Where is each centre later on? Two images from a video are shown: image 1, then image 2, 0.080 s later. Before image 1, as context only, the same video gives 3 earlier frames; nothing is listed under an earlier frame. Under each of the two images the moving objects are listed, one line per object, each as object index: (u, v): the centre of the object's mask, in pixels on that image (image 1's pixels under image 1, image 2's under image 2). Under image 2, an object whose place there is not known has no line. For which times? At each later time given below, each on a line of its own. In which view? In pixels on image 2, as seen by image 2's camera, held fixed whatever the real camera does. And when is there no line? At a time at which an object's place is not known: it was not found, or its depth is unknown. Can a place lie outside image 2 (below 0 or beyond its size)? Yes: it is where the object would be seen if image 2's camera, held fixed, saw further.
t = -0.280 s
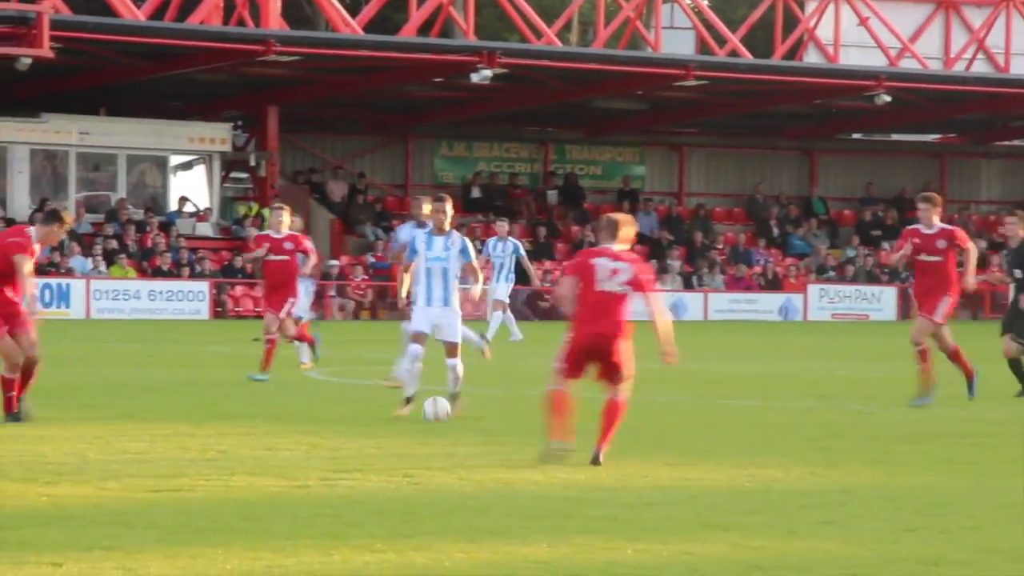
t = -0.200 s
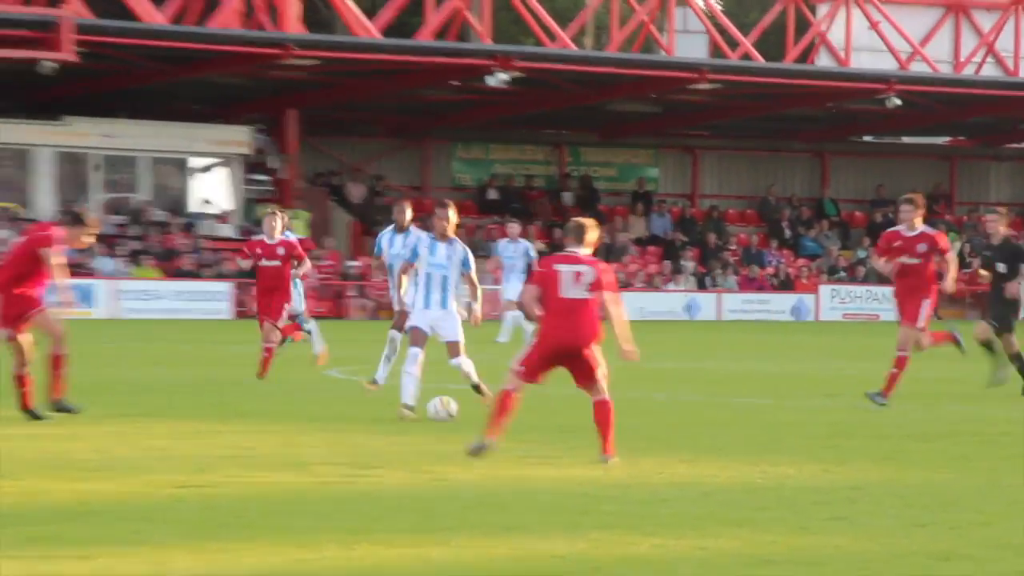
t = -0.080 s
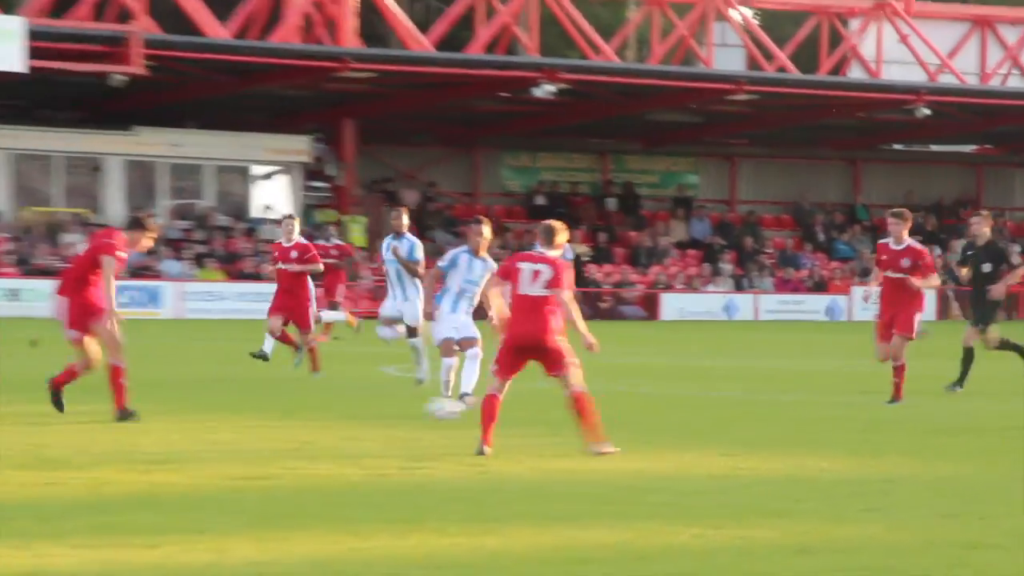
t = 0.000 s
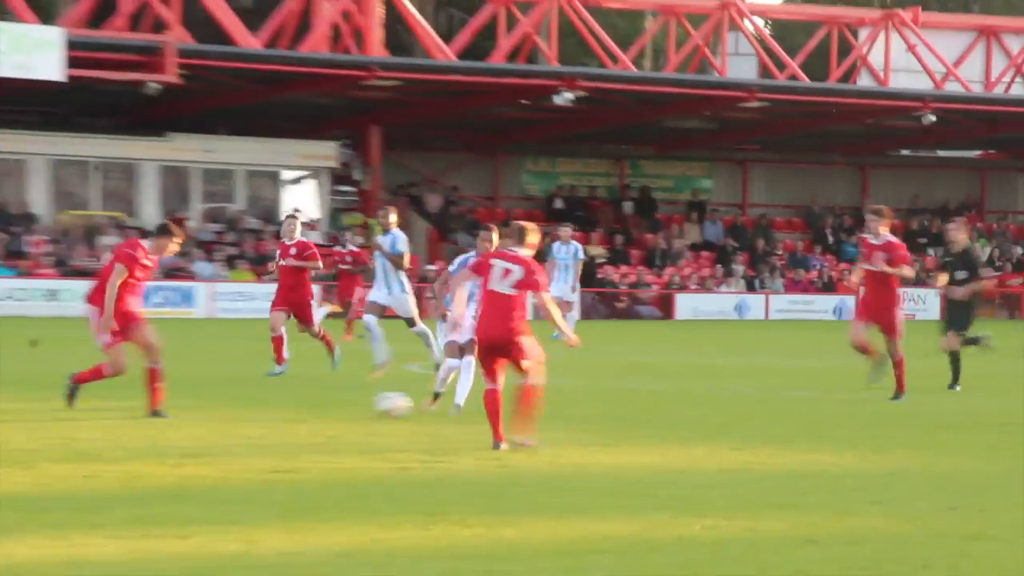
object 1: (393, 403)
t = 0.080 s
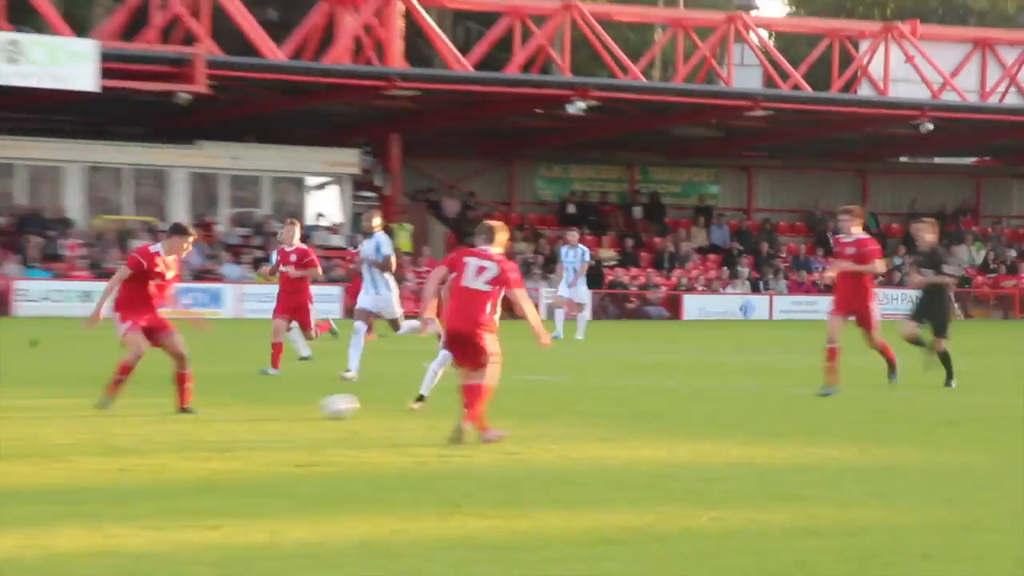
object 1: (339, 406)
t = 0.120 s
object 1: (302, 409)
